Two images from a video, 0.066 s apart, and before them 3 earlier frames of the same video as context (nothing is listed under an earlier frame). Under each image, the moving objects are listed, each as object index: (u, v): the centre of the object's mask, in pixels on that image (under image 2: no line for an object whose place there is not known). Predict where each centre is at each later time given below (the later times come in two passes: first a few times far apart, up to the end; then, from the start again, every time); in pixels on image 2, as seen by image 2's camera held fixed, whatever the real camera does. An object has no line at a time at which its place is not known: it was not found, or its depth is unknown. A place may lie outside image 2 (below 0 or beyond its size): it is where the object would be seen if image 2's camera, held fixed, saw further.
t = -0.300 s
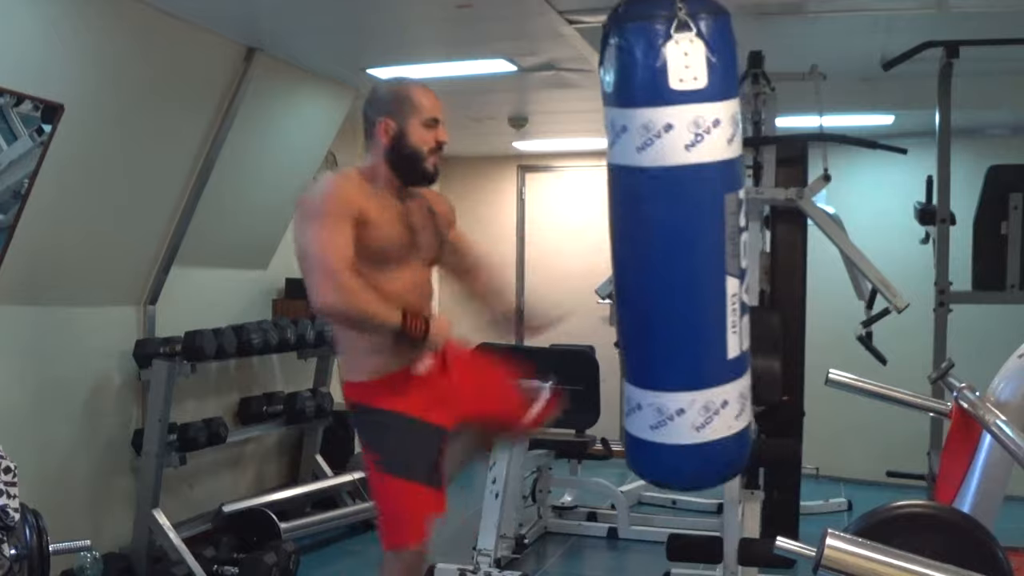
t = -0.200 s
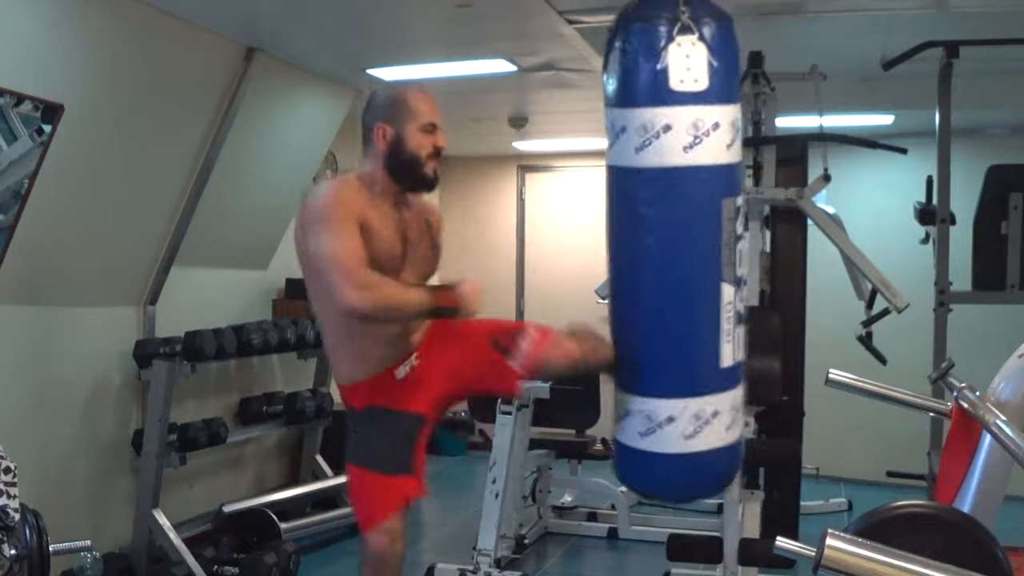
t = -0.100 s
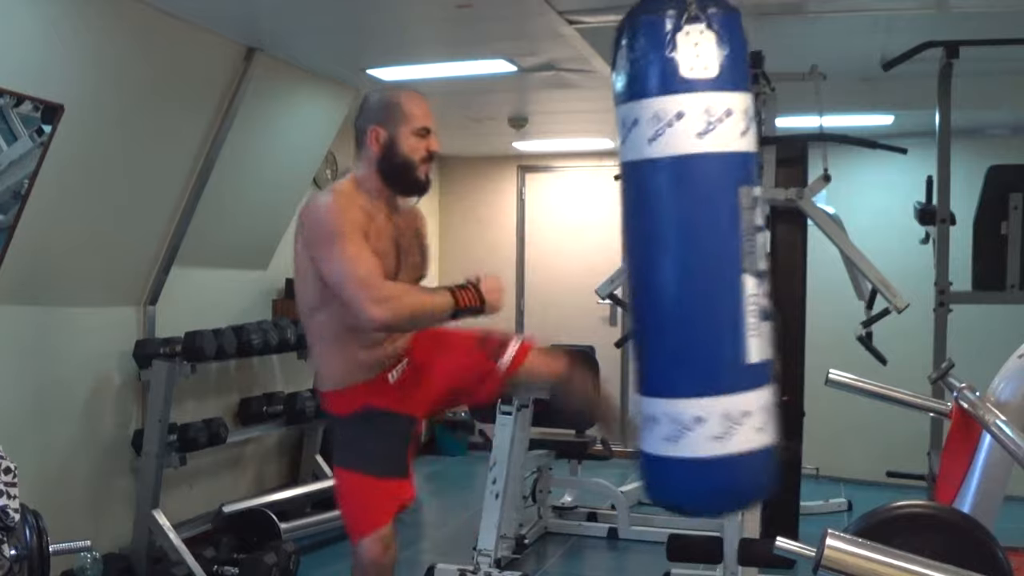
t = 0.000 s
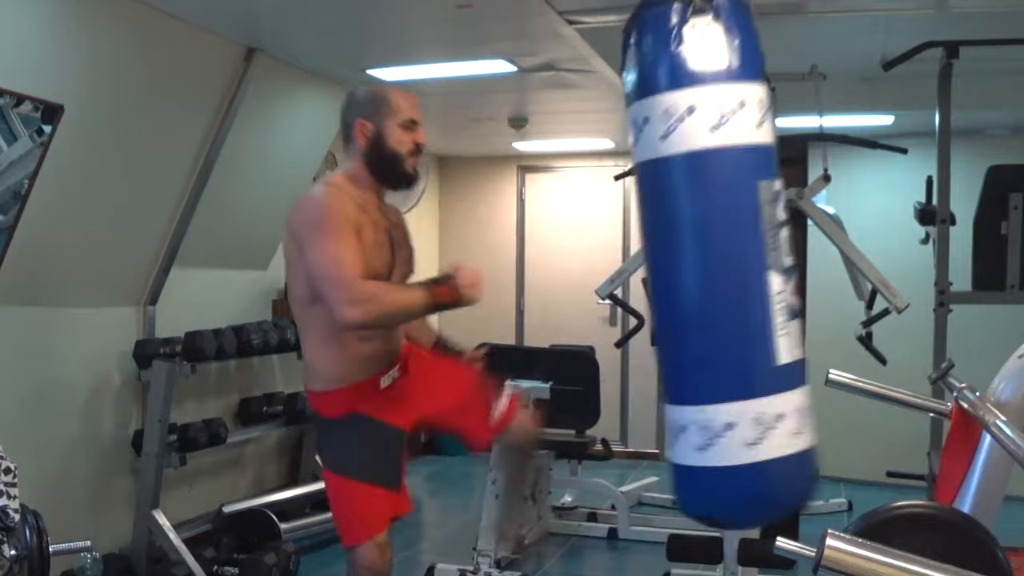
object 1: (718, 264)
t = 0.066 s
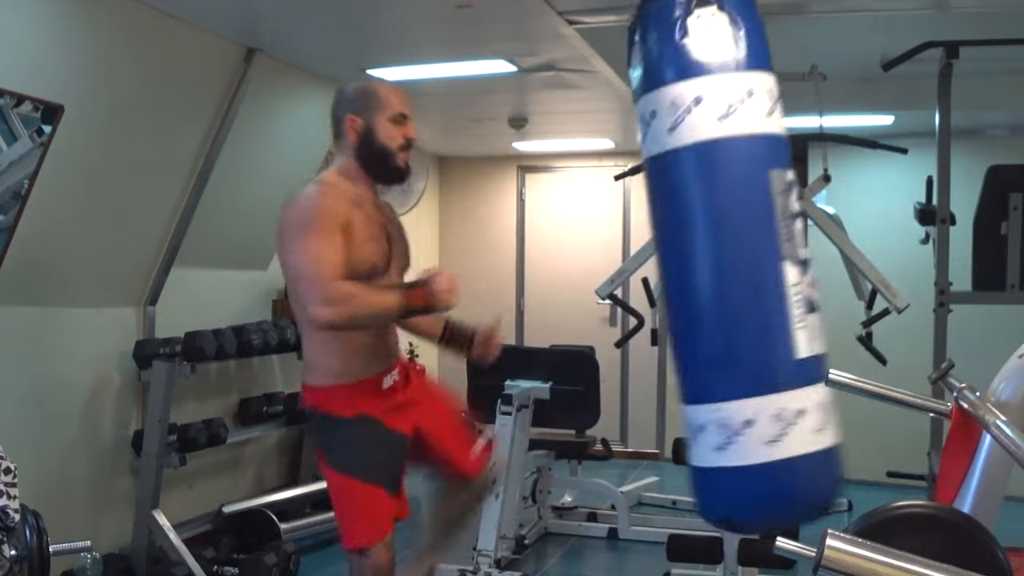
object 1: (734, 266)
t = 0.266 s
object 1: (768, 267)
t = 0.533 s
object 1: (772, 268)
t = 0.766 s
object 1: (728, 278)
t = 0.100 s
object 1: (740, 268)
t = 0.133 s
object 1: (747, 269)
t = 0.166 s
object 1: (753, 269)
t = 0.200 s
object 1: (759, 269)
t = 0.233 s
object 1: (764, 268)
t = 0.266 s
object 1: (768, 267)
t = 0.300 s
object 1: (772, 266)
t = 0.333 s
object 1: (775, 265)
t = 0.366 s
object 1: (777, 266)
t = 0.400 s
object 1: (778, 266)
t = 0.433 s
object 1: (778, 266)
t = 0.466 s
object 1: (777, 266)
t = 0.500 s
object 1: (775, 267)
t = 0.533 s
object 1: (772, 268)
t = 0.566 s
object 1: (768, 269)
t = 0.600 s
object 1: (764, 270)
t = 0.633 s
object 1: (758, 272)
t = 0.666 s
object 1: (752, 274)
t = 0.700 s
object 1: (745, 275)
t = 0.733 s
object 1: (737, 277)
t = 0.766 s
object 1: (728, 278)
